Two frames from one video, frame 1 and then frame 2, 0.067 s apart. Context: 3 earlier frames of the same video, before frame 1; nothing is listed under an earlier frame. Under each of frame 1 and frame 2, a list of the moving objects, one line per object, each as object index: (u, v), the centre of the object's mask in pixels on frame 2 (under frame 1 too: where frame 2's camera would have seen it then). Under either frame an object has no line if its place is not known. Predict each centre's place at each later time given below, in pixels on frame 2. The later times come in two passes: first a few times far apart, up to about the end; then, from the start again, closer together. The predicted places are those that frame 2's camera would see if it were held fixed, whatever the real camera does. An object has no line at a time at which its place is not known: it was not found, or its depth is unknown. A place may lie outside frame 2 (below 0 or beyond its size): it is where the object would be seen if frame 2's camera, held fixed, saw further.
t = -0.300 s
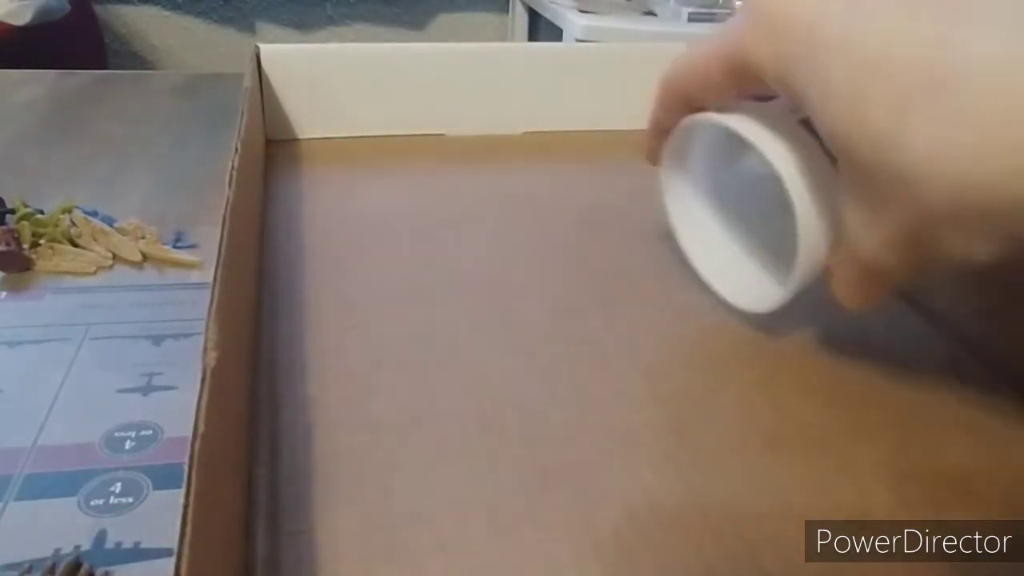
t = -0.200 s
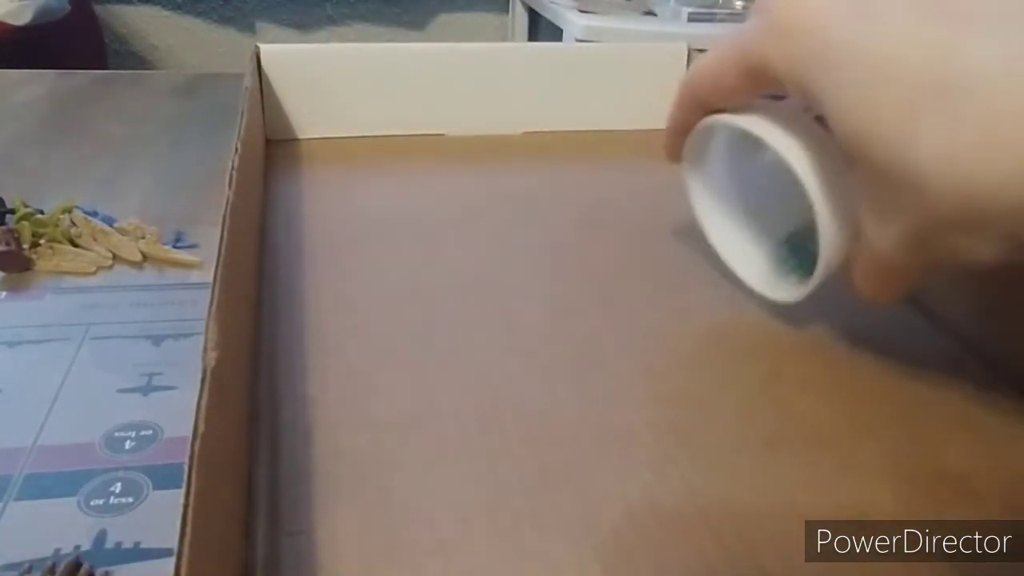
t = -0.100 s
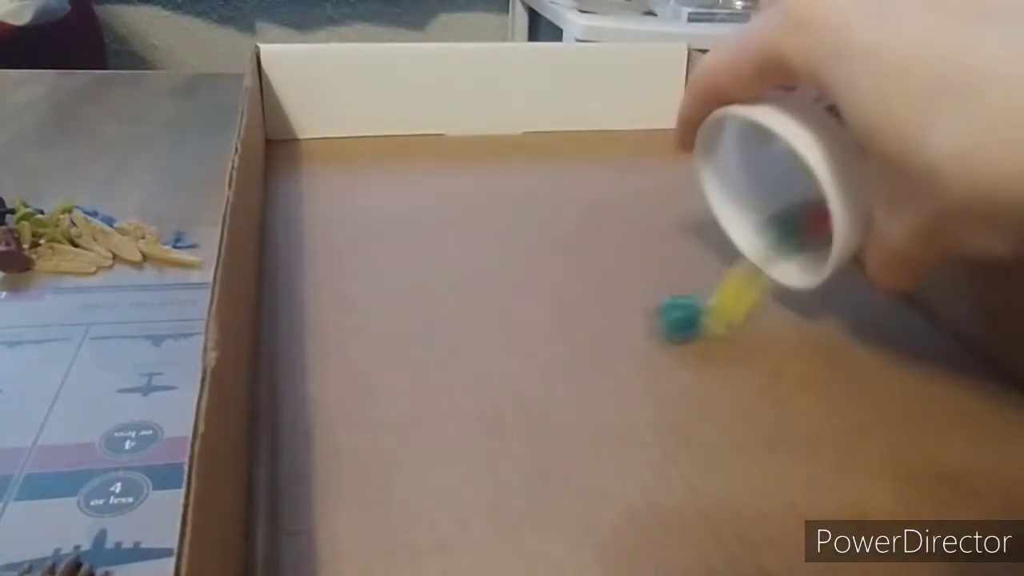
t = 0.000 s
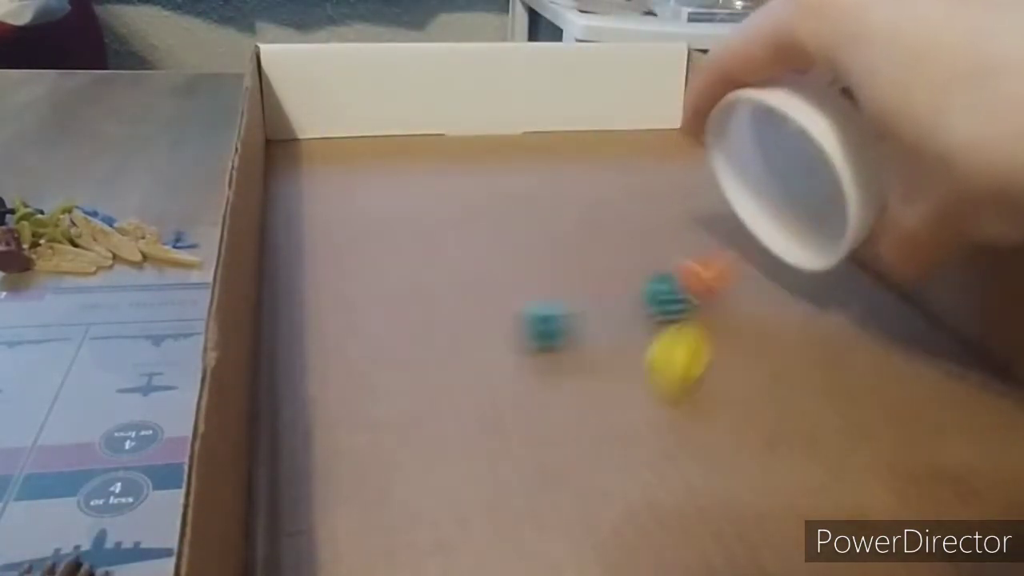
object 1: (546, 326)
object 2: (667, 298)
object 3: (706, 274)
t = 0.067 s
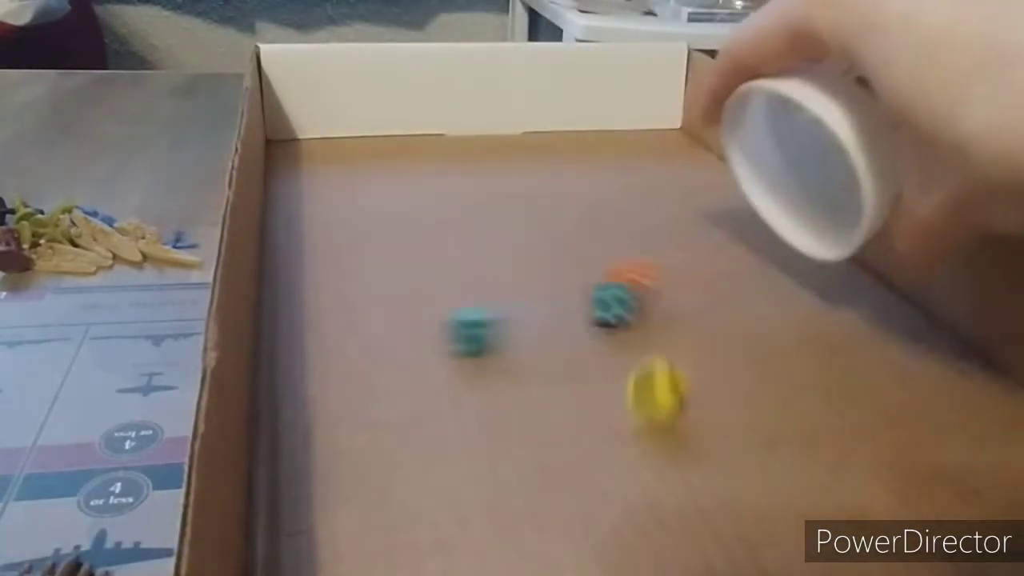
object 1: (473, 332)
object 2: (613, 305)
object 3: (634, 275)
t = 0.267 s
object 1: (404, 333)
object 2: (540, 307)
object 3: (534, 270)
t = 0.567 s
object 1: (403, 333)
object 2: (540, 307)
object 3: (535, 270)
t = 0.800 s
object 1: (403, 333)
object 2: (540, 307)
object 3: (535, 270)
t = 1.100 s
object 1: (403, 333)
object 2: (540, 307)
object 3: (534, 270)
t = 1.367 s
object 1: (404, 333)
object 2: (540, 307)
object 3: (534, 270)
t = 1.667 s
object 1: (404, 333)
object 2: (540, 307)
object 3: (534, 270)
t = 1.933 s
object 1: (404, 333)
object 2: (540, 307)
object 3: (534, 270)
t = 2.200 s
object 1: (403, 333)
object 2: (540, 307)
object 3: (534, 270)
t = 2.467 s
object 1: (403, 333)
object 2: (539, 307)
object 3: (534, 270)
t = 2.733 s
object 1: (403, 333)
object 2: (539, 307)
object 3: (534, 270)
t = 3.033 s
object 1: (404, 333)
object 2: (540, 307)
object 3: (534, 270)
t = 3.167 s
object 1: (403, 333)
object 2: (540, 307)
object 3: (534, 270)
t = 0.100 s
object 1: (445, 333)
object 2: (590, 304)
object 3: (596, 272)
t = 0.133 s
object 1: (424, 333)
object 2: (569, 304)
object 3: (573, 270)
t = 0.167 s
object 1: (411, 333)
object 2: (556, 305)
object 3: (553, 270)
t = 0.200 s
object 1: (404, 333)
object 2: (547, 307)
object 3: (541, 270)
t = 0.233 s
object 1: (404, 333)
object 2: (541, 307)
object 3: (535, 271)
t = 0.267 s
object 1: (404, 333)
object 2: (540, 307)
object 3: (534, 270)
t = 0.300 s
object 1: (403, 333)
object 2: (540, 307)
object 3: (535, 270)
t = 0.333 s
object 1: (403, 333)
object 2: (540, 307)
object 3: (535, 270)
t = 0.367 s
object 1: (403, 333)
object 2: (540, 307)
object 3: (535, 270)
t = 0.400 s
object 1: (403, 333)
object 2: (540, 307)
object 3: (535, 270)
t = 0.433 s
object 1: (403, 333)
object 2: (540, 307)
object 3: (535, 270)
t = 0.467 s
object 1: (403, 333)
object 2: (540, 307)
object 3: (535, 270)
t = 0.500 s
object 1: (403, 333)
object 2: (540, 307)
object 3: (535, 270)
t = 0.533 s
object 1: (404, 333)
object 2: (540, 307)
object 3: (535, 270)
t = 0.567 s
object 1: (403, 333)
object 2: (540, 307)
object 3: (535, 270)
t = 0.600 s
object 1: (403, 333)
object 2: (540, 307)
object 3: (535, 270)
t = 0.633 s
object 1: (403, 333)
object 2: (540, 307)
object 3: (535, 270)
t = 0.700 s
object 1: (403, 333)
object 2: (540, 307)
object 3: (535, 270)
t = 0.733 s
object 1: (403, 333)
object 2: (540, 307)
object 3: (535, 270)
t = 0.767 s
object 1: (403, 333)
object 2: (540, 307)
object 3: (535, 270)
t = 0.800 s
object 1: (403, 333)
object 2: (540, 307)
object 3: (535, 270)
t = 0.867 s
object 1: (403, 333)
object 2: (540, 307)
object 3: (535, 270)
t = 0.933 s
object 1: (403, 333)
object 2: (540, 307)
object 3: (535, 270)
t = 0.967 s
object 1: (404, 333)
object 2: (540, 307)
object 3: (535, 270)
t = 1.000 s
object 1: (403, 333)
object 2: (540, 307)
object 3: (535, 270)
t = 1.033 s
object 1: (403, 333)
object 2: (540, 307)
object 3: (535, 270)
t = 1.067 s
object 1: (404, 333)
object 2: (540, 307)
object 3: (535, 270)
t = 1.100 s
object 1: (403, 333)
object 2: (540, 307)
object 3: (534, 270)
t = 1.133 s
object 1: (403, 333)
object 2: (540, 307)
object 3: (534, 270)
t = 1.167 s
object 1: (404, 333)
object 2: (540, 307)
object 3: (534, 270)
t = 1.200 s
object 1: (403, 333)
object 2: (540, 307)
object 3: (534, 270)
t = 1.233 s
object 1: (404, 333)
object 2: (540, 307)
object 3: (535, 270)
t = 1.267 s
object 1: (403, 333)
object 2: (540, 307)
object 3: (534, 270)
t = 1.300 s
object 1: (403, 333)
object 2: (540, 307)
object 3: (534, 270)
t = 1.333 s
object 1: (403, 333)
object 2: (540, 307)
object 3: (534, 270)
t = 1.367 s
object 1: (404, 333)
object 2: (540, 307)
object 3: (534, 270)
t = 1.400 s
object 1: (404, 333)
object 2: (540, 307)
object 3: (534, 270)
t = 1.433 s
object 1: (403, 333)
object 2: (540, 307)
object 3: (534, 270)
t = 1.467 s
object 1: (403, 333)
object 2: (540, 307)
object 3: (534, 270)
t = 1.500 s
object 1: (403, 333)
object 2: (540, 307)
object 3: (534, 270)
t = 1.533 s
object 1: (403, 333)
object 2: (540, 307)
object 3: (534, 270)
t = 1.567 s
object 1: (403, 333)
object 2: (540, 307)
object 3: (534, 270)
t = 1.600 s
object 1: (404, 333)
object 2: (540, 307)
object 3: (534, 270)
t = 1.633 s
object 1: (403, 333)
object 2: (540, 307)
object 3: (534, 270)
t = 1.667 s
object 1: (404, 333)
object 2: (540, 307)
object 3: (534, 270)
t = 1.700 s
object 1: (404, 333)
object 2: (540, 307)
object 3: (534, 270)
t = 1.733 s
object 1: (404, 333)
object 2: (540, 307)
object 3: (534, 270)
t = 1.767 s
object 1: (404, 333)
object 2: (540, 307)
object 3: (534, 270)
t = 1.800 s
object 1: (404, 333)
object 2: (540, 307)
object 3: (534, 270)
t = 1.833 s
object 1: (404, 333)
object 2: (540, 307)
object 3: (534, 270)
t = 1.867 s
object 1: (404, 333)
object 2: (540, 307)
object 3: (534, 270)
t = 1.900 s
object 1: (403, 333)
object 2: (540, 307)
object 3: (534, 270)
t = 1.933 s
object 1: (404, 333)
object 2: (540, 307)
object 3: (534, 270)
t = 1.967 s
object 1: (404, 333)
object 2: (540, 307)
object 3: (534, 270)
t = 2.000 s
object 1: (403, 333)
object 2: (540, 307)
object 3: (534, 270)
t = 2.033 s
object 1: (404, 333)
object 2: (540, 307)
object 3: (534, 270)
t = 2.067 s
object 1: (404, 333)
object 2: (540, 307)
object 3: (534, 270)
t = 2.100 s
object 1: (404, 333)
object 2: (540, 307)
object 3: (534, 270)
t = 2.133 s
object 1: (404, 333)
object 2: (540, 307)
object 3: (534, 270)
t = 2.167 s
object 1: (404, 333)
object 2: (540, 307)
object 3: (534, 270)
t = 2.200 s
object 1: (403, 333)
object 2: (540, 307)
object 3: (534, 270)
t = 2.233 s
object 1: (403, 333)
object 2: (540, 307)
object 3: (534, 270)
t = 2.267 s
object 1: (403, 333)
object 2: (540, 307)
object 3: (534, 270)
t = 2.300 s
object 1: (403, 333)
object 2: (540, 307)
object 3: (534, 270)
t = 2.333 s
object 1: (404, 333)
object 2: (540, 307)
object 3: (534, 270)
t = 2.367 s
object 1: (404, 333)
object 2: (540, 307)
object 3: (534, 270)
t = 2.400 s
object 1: (403, 333)
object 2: (540, 307)
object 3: (534, 270)
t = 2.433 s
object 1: (403, 333)
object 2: (540, 307)
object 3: (534, 270)
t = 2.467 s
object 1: (403, 333)
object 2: (539, 307)
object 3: (534, 270)
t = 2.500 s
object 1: (403, 333)
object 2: (540, 307)
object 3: (534, 270)
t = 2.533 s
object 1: (404, 333)
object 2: (540, 307)
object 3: (534, 270)
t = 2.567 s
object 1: (404, 333)
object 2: (539, 307)
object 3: (534, 270)
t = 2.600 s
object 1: (403, 333)
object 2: (540, 307)
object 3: (534, 270)
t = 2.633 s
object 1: (403, 333)
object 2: (539, 307)
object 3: (534, 270)
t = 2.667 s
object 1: (403, 333)
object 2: (539, 307)
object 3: (534, 270)
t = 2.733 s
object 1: (403, 333)
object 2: (539, 307)
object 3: (534, 270)
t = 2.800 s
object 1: (403, 333)
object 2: (540, 307)
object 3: (534, 270)
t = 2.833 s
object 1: (403, 333)
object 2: (539, 307)
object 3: (534, 270)
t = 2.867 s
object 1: (403, 333)
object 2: (540, 307)
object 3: (534, 270)
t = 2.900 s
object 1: (403, 333)
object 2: (539, 307)
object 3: (534, 270)
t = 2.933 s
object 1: (403, 333)
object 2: (540, 307)
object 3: (534, 270)
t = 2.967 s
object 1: (403, 333)
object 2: (539, 307)
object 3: (534, 270)
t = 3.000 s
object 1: (403, 333)
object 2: (540, 307)
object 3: (534, 270)
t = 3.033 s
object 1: (404, 333)
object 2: (540, 307)
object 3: (534, 270)
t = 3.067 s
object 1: (404, 333)
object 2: (540, 307)
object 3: (535, 270)
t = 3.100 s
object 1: (403, 333)
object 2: (540, 307)
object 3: (535, 270)
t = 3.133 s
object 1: (404, 333)
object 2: (540, 307)
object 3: (535, 270)
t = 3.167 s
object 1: (403, 333)
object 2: (540, 307)
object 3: (534, 270)
